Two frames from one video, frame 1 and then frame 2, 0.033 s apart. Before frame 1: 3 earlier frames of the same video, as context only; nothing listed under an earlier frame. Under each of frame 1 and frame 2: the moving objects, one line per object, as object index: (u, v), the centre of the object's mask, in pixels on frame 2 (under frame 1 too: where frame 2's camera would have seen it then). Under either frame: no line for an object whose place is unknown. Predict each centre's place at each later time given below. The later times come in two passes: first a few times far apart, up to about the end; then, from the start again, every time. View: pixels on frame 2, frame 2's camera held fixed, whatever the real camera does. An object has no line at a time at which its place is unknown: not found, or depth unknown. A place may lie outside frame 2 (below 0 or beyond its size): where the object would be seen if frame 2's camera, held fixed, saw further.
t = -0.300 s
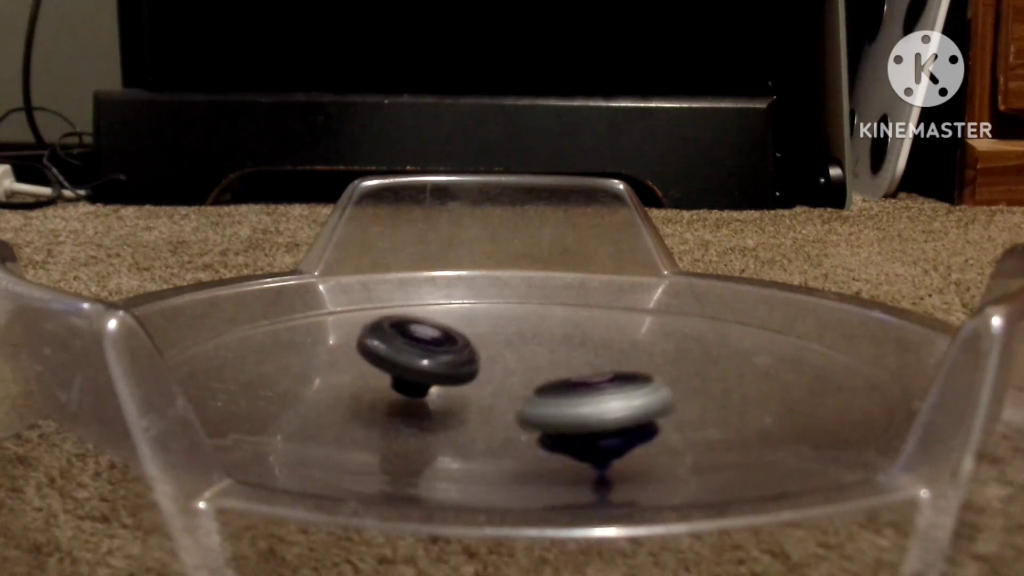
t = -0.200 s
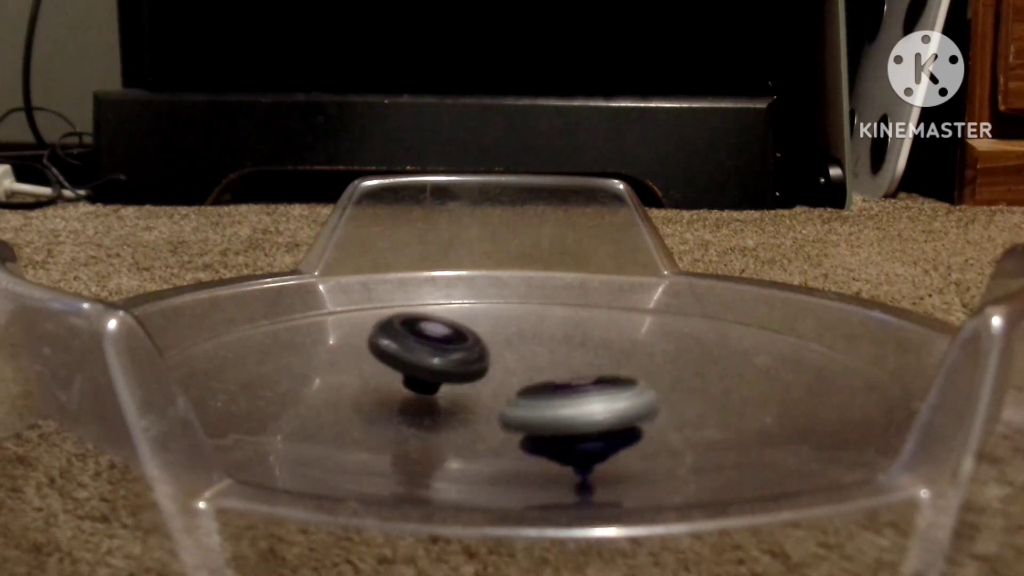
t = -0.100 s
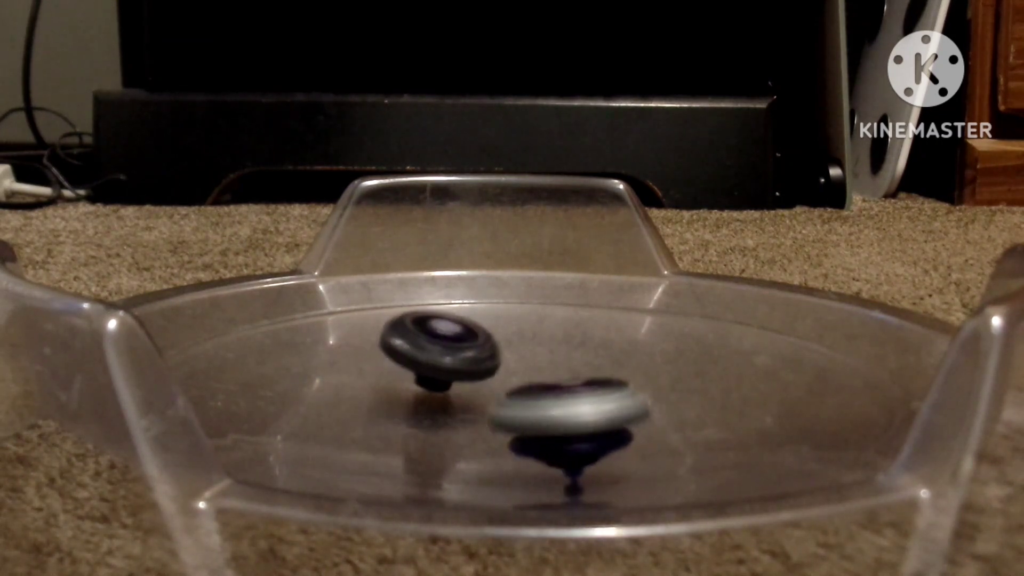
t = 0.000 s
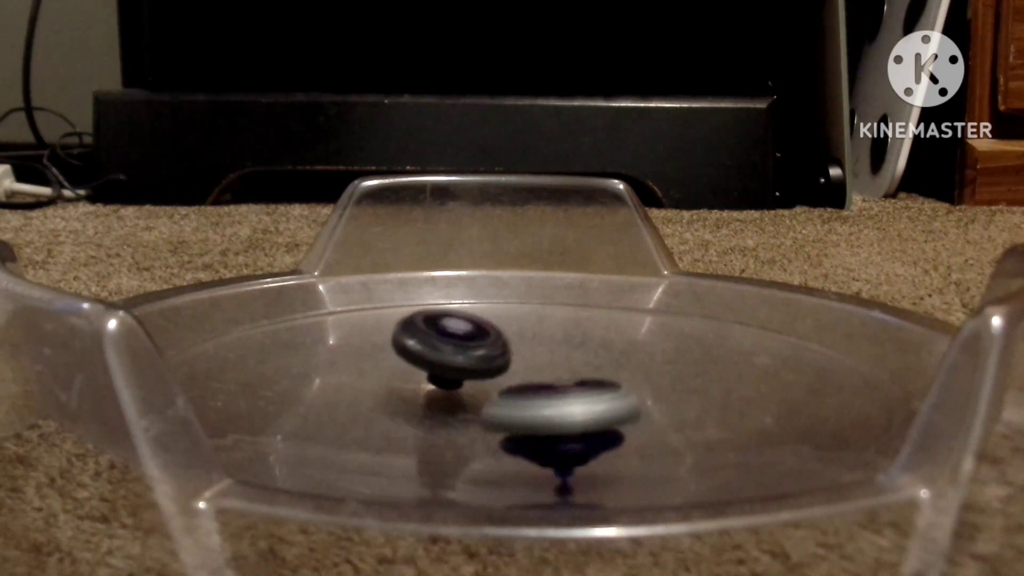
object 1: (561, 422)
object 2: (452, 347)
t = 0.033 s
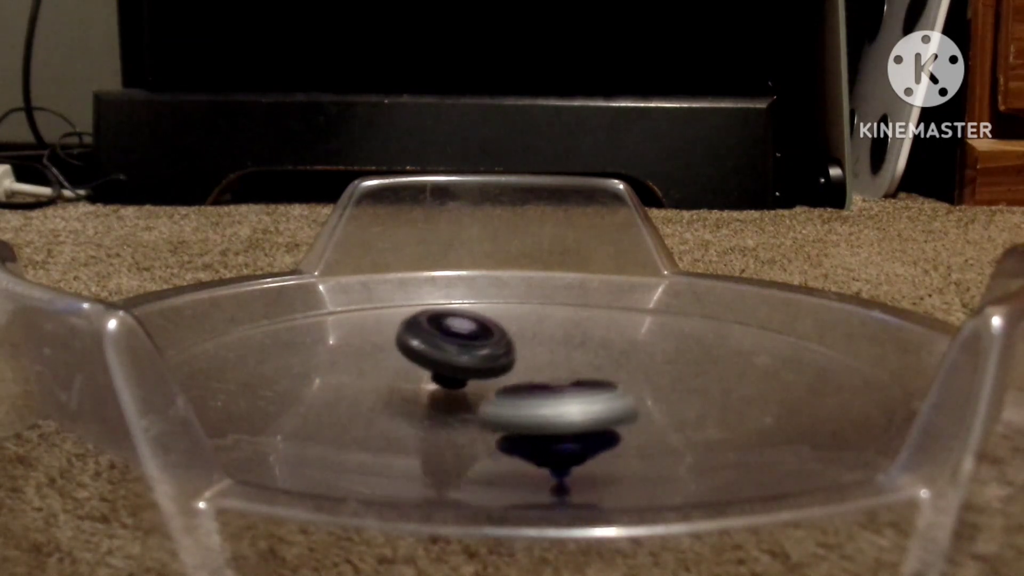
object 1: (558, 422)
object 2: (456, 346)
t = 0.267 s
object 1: (516, 419)
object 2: (487, 343)
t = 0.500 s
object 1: (464, 415)
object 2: (523, 345)
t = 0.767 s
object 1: (422, 409)
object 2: (563, 352)
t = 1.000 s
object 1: (413, 405)
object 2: (598, 357)
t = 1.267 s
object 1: (408, 391)
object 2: (629, 364)
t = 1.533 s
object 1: (393, 377)
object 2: (655, 370)
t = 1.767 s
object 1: (399, 373)
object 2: (673, 378)
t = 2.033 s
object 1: (437, 369)
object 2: (674, 389)
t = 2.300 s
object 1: (458, 359)
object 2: (662, 401)
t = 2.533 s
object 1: (473, 357)
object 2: (644, 410)
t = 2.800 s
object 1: (512, 359)
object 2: (613, 420)
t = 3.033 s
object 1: (548, 356)
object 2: (576, 424)
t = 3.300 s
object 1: (573, 357)
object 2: (530, 427)
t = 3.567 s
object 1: (587, 369)
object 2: (475, 424)
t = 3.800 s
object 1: (612, 377)
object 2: (443, 417)
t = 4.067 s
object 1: (626, 383)
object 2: (416, 409)
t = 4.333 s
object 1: (619, 392)
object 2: (390, 397)
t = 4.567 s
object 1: (614, 400)
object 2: (380, 386)
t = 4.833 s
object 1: (600, 405)
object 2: (386, 376)
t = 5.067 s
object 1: (565, 409)
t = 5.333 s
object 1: (531, 413)
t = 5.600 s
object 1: (508, 412)
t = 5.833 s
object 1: (473, 408)
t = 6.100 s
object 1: (452, 404)
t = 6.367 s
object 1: (447, 395)
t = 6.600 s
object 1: (426, 385)
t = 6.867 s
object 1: (432, 384)
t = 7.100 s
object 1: (472, 377)
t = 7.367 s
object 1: (461, 365)
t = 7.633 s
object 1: (482, 376)
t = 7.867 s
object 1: (543, 365)
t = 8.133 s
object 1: (528, 357)
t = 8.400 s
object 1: (541, 370)
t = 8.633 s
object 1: (611, 378)
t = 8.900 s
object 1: (560, 372)
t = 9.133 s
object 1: (601, 384)
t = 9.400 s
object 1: (589, 373)
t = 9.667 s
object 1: (596, 385)
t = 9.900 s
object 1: (597, 373)
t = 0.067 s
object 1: (554, 421)
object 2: (460, 345)
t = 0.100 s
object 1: (550, 421)
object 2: (465, 345)
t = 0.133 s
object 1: (544, 421)
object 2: (469, 344)
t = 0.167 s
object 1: (539, 421)
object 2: (474, 344)
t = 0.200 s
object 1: (532, 420)
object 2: (478, 344)
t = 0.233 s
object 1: (525, 420)
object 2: (483, 343)
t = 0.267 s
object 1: (516, 419)
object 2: (487, 343)
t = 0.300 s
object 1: (508, 419)
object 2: (493, 342)
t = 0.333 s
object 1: (501, 418)
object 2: (498, 342)
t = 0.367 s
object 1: (493, 418)
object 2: (503, 342)
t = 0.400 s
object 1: (485, 417)
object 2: (508, 342)
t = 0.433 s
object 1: (478, 416)
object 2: (513, 343)
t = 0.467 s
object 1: (471, 415)
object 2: (518, 344)
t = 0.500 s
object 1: (464, 415)
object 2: (523, 345)
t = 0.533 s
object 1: (458, 414)
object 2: (528, 346)
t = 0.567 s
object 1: (451, 413)
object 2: (533, 347)
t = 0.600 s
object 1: (444, 412)
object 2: (538, 348)
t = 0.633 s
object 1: (438, 412)
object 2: (544, 349)
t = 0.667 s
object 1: (433, 411)
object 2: (549, 349)
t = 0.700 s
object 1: (428, 410)
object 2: (554, 350)
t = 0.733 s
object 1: (425, 410)
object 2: (559, 351)
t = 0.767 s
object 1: (422, 409)
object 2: (563, 352)
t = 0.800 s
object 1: (419, 409)
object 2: (568, 352)
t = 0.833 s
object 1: (417, 408)
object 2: (572, 353)
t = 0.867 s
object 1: (415, 408)
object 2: (577, 354)
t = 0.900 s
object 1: (414, 407)
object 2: (583, 355)
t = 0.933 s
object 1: (414, 407)
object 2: (588, 355)
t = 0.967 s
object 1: (413, 406)
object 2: (593, 356)
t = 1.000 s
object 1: (413, 405)
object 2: (598, 357)
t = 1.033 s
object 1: (414, 404)
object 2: (602, 357)
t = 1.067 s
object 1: (414, 403)
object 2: (606, 358)
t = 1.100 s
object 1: (414, 401)
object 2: (610, 359)
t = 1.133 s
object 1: (414, 399)
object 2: (613, 360)
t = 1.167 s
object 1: (413, 397)
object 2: (617, 361)
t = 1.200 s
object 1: (412, 395)
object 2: (621, 362)
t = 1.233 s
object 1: (411, 393)
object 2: (625, 363)
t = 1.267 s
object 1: (408, 391)
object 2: (629, 364)
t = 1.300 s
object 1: (406, 388)
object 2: (632, 365)
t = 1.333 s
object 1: (403, 386)
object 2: (636, 366)
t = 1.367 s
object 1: (401, 384)
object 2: (640, 366)
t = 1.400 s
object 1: (399, 383)
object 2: (643, 367)
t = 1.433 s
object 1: (396, 381)
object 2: (646, 368)
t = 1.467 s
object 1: (395, 380)
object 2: (649, 369)
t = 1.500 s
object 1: (394, 378)
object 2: (652, 370)
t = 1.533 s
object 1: (393, 377)
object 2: (655, 370)
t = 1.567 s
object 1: (393, 376)
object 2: (658, 372)
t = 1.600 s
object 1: (393, 376)
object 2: (661, 373)
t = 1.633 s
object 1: (394, 375)
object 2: (663, 374)
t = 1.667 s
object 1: (394, 374)
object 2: (666, 375)
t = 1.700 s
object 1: (395, 374)
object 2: (669, 376)
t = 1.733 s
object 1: (397, 373)
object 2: (671, 377)
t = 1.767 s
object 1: (399, 373)
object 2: (673, 378)
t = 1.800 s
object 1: (402, 373)
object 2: (674, 379)
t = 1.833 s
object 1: (406, 373)
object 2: (675, 381)
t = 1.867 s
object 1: (411, 372)
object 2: (676, 382)
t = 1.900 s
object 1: (416, 372)
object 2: (676, 383)
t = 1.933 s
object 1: (422, 371)
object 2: (676, 384)
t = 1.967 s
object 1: (427, 371)
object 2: (676, 386)
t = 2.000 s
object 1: (432, 370)
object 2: (675, 387)
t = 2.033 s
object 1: (437, 369)
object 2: (674, 389)
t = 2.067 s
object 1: (441, 367)
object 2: (673, 390)
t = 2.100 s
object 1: (445, 366)
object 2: (672, 392)
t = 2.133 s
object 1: (449, 365)
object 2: (670, 393)
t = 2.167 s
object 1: (452, 363)
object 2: (669, 395)
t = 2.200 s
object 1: (453, 362)
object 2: (667, 397)
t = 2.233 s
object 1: (455, 361)
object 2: (665, 399)
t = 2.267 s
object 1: (457, 360)
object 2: (664, 400)
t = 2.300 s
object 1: (458, 359)
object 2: (662, 401)
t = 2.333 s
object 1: (459, 358)
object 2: (659, 403)
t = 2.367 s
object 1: (460, 357)
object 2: (657, 404)
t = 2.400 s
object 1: (462, 357)
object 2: (654, 405)
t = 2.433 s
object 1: (464, 356)
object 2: (651, 407)
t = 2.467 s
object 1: (466, 356)
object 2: (649, 408)
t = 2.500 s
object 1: (469, 357)
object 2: (646, 409)
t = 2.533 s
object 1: (473, 357)
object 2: (644, 410)
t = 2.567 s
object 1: (477, 357)
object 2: (641, 412)
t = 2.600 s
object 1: (482, 358)
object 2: (637, 413)
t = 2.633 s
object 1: (486, 358)
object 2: (634, 414)
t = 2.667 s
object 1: (491, 358)
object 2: (630, 415)
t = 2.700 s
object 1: (496, 359)
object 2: (627, 417)
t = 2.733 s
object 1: (502, 359)
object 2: (622, 418)
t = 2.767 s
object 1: (507, 359)
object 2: (618, 419)
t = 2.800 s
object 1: (512, 359)
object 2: (613, 420)
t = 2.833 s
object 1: (518, 359)
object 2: (608, 421)
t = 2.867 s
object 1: (523, 359)
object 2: (602, 422)
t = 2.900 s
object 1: (528, 358)
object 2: (597, 423)
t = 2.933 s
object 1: (534, 357)
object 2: (592, 423)
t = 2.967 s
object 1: (538, 357)
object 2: (587, 423)
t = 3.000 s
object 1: (543, 356)
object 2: (582, 424)
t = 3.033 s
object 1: (548, 356)
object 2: (576, 424)
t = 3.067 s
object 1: (553, 355)
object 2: (571, 425)
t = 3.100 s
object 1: (557, 355)
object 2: (565, 425)
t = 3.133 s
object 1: (560, 355)
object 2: (559, 426)
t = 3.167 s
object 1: (564, 355)
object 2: (554, 426)
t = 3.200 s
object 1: (566, 356)
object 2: (548, 426)
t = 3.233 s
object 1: (569, 356)
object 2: (542, 426)
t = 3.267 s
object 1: (571, 357)
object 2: (535, 427)
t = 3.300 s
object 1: (573, 357)
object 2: (530, 427)
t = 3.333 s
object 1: (575, 358)
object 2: (521, 427)
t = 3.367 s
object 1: (577, 359)
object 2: (514, 427)
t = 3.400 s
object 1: (578, 360)
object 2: (509, 426)
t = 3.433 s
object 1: (580, 362)
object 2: (503, 426)
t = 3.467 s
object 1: (582, 364)
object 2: (496, 425)
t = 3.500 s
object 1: (583, 365)
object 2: (489, 425)
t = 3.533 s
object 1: (585, 367)
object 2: (482, 425)
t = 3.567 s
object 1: (587, 369)
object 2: (475, 424)
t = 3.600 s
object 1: (590, 370)
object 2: (470, 423)
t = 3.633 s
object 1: (594, 371)
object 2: (465, 422)
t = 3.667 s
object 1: (597, 373)
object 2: (460, 422)
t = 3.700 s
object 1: (601, 374)
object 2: (456, 420)
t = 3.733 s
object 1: (604, 375)
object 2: (451, 419)
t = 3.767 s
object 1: (608, 376)
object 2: (447, 418)
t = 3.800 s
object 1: (612, 377)
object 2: (443, 417)
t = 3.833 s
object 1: (615, 377)
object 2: (439, 416)
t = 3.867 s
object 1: (618, 378)
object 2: (436, 416)
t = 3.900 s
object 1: (620, 379)
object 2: (432, 414)
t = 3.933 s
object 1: (622, 380)
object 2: (429, 413)
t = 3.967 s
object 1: (624, 381)
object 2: (426, 412)
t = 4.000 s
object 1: (625, 381)
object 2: (422, 411)
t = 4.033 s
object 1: (625, 382)
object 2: (419, 410)
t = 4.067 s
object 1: (626, 383)
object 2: (416, 409)
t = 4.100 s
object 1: (626, 385)
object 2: (412, 408)
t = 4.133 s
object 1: (625, 386)
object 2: (409, 407)
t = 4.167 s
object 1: (624, 387)
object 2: (405, 405)
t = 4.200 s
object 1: (623, 388)
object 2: (402, 403)
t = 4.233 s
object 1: (622, 389)
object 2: (398, 402)
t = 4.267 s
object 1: (621, 390)
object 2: (396, 400)
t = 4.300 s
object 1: (621, 391)
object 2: (393, 399)
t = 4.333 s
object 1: (619, 392)
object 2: (390, 397)
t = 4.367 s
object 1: (618, 394)
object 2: (388, 396)
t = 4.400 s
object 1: (617, 395)
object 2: (386, 394)
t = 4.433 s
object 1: (617, 396)
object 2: (384, 393)
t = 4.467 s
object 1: (615, 397)
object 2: (382, 391)
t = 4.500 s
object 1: (615, 398)
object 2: (381, 389)
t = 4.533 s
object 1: (614, 399)
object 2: (380, 388)
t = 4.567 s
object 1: (614, 400)
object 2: (380, 386)
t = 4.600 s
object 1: (613, 401)
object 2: (380, 385)
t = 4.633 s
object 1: (612, 402)
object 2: (380, 383)
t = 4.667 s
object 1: (612, 402)
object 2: (380, 382)
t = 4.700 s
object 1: (610, 403)
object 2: (381, 380)
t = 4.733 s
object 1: (608, 403)
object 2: (382, 379)
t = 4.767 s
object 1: (606, 404)
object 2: (383, 378)
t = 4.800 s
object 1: (603, 404)
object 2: (384, 377)
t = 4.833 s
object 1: (600, 405)
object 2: (386, 376)
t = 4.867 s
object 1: (596, 405)
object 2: (388, 374)
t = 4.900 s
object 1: (592, 406)
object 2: (390, 373)
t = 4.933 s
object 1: (588, 406)
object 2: (392, 372)
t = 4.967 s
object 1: (582, 407)
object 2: (395, 371)
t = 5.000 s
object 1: (577, 407)
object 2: (398, 370)
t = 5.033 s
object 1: (571, 408)
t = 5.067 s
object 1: (565, 409)
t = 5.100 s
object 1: (560, 410)
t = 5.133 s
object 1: (554, 410)
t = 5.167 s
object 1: (549, 411)
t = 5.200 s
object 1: (545, 411)
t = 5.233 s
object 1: (541, 412)
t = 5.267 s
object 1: (537, 412)
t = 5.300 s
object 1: (534, 413)
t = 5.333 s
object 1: (531, 413)
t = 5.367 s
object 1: (528, 413)
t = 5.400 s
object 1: (526, 414)
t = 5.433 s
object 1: (524, 414)
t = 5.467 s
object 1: (521, 413)
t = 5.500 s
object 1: (519, 413)
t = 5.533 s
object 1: (515, 413)
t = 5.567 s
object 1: (512, 412)
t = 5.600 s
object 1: (508, 412)
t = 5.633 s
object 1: (505, 411)
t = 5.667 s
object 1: (500, 411)
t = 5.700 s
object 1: (495, 411)
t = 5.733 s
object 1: (488, 411)
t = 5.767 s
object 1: (483, 410)
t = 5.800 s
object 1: (477, 409)
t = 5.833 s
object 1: (473, 408)
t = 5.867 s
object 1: (467, 407)
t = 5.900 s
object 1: (463, 406)
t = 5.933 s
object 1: (459, 406)
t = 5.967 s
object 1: (456, 405)
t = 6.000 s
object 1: (454, 405)
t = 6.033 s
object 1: (452, 405)
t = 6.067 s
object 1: (451, 405)
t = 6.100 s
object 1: (452, 404)
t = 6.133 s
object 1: (452, 404)
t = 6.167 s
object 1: (453, 403)
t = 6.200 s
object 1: (452, 402)
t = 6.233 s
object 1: (452, 401)
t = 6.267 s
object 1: (451, 400)
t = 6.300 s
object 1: (450, 399)
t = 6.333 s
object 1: (449, 397)
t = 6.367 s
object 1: (447, 395)
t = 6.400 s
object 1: (445, 394)
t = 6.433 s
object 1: (442, 392)
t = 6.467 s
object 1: (439, 390)
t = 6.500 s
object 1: (436, 389)
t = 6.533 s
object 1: (432, 387)
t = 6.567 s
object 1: (429, 386)
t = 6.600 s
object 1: (426, 385)
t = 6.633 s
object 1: (423, 384)
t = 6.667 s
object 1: (421, 384)
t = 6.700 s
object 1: (421, 383)
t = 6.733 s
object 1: (421, 383)
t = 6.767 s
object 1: (422, 383)
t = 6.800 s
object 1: (424, 383)
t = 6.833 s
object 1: (427, 384)
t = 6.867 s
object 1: (432, 384)
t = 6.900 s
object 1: (438, 384)
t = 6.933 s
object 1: (444, 384)
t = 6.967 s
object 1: (451, 383)
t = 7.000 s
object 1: (458, 382)
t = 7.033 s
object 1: (465, 381)
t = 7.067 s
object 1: (469, 379)
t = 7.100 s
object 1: (472, 377)
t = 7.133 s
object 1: (474, 374)
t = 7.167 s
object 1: (475, 373)
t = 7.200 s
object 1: (474, 371)
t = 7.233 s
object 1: (472, 369)
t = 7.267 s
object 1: (470, 367)
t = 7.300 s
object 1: (467, 366)
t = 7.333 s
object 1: (464, 365)
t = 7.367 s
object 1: (461, 365)
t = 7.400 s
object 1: (459, 365)
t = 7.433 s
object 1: (458, 367)
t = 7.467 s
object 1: (458, 368)
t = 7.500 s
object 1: (459, 369)
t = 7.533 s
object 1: (462, 371)
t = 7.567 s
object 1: (467, 373)
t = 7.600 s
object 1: (474, 374)
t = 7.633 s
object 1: (482, 376)
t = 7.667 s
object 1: (491, 376)
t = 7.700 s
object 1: (499, 376)
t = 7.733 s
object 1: (508, 375)
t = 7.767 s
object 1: (517, 373)
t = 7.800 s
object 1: (526, 370)
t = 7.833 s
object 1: (535, 367)
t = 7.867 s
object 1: (543, 365)
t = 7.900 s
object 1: (549, 362)
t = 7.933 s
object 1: (552, 360)
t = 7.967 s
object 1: (552, 358)
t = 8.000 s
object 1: (550, 357)
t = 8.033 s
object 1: (546, 356)
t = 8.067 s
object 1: (541, 356)
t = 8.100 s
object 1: (535, 356)
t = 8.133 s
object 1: (528, 357)
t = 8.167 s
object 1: (522, 358)
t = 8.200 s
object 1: (516, 360)
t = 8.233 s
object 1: (513, 362)
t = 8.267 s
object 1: (513, 365)
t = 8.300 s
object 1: (515, 368)
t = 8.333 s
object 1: (521, 369)
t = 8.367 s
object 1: (530, 369)
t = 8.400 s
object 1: (541, 370)
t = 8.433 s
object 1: (558, 373)
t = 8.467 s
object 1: (574, 377)
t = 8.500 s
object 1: (587, 380)
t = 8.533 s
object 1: (596, 381)
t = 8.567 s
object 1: (603, 381)
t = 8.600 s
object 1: (607, 380)
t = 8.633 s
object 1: (611, 378)
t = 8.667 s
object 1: (613, 375)
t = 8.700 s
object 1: (612, 372)
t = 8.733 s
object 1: (608, 370)
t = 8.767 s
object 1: (601, 368)
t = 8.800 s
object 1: (592, 367)
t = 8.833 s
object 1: (581, 368)
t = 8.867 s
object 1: (571, 369)
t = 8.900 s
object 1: (560, 372)
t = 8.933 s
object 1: (552, 374)
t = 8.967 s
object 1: (547, 378)
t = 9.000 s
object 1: (544, 383)
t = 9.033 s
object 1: (544, 386)
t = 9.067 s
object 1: (567, 386)
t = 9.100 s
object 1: (589, 385)
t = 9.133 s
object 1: (601, 384)
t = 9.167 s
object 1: (609, 382)
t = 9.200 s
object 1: (613, 380)
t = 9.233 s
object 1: (615, 378)
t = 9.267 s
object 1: (614, 375)
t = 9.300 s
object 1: (611, 374)
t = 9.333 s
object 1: (605, 373)
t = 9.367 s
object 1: (598, 372)
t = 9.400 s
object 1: (589, 373)
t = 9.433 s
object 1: (580, 373)
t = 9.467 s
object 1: (571, 375)
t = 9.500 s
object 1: (563, 377)
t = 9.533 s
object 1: (556, 380)
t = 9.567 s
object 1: (551, 384)
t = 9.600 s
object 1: (549, 387)
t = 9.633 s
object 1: (574, 386)
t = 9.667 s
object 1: (596, 385)
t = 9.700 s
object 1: (612, 383)
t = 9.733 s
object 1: (619, 381)
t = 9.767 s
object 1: (621, 379)
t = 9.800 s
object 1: (619, 376)
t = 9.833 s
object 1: (614, 374)
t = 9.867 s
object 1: (607, 373)
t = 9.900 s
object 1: (597, 373)
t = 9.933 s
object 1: (585, 373)
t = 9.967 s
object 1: (574, 375)
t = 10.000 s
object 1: (563, 377)
